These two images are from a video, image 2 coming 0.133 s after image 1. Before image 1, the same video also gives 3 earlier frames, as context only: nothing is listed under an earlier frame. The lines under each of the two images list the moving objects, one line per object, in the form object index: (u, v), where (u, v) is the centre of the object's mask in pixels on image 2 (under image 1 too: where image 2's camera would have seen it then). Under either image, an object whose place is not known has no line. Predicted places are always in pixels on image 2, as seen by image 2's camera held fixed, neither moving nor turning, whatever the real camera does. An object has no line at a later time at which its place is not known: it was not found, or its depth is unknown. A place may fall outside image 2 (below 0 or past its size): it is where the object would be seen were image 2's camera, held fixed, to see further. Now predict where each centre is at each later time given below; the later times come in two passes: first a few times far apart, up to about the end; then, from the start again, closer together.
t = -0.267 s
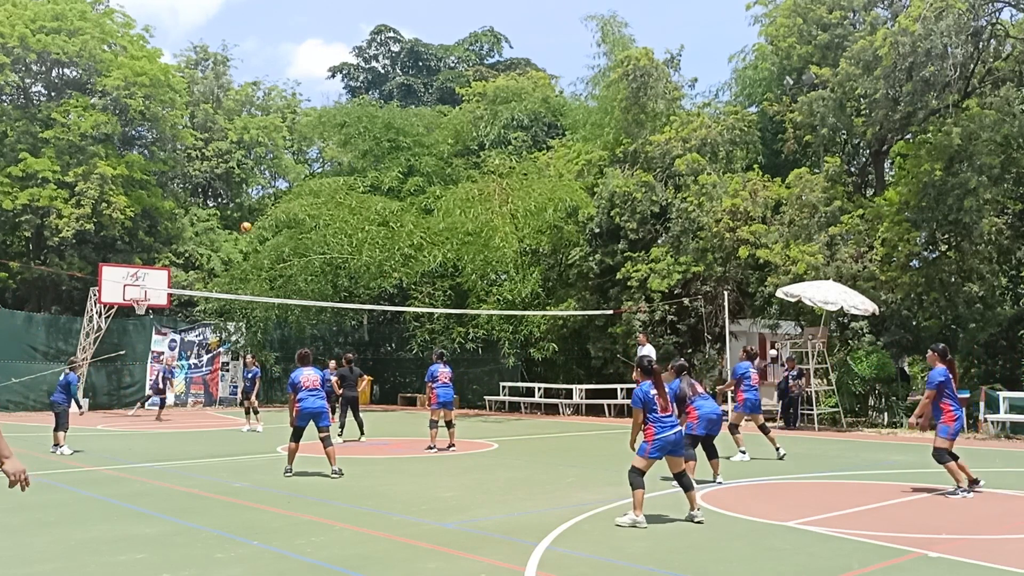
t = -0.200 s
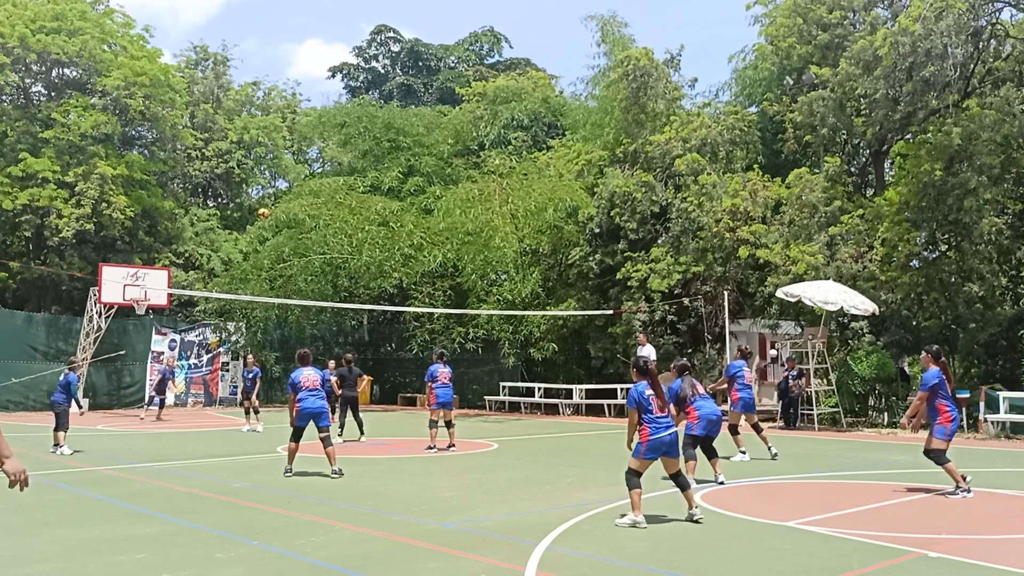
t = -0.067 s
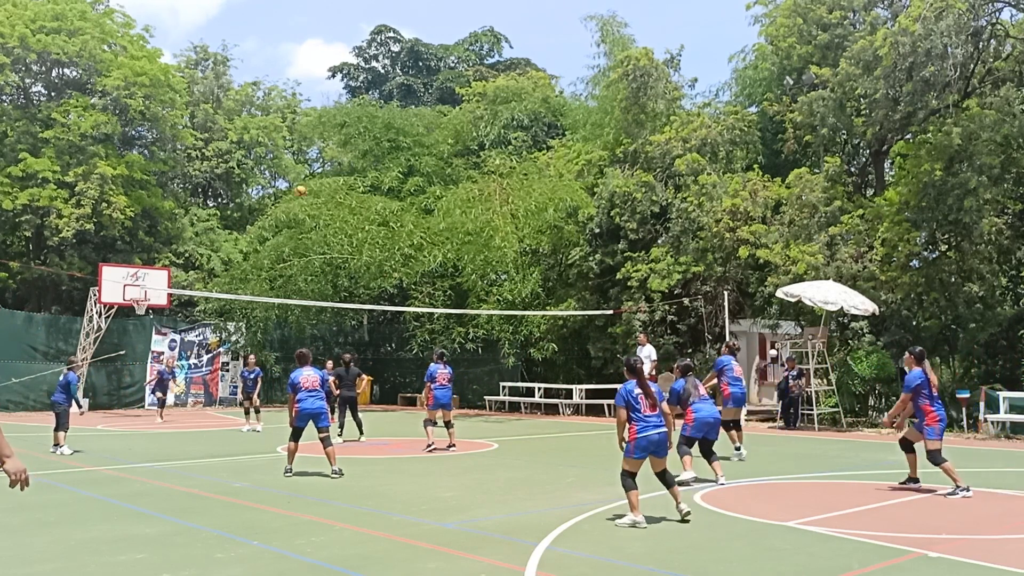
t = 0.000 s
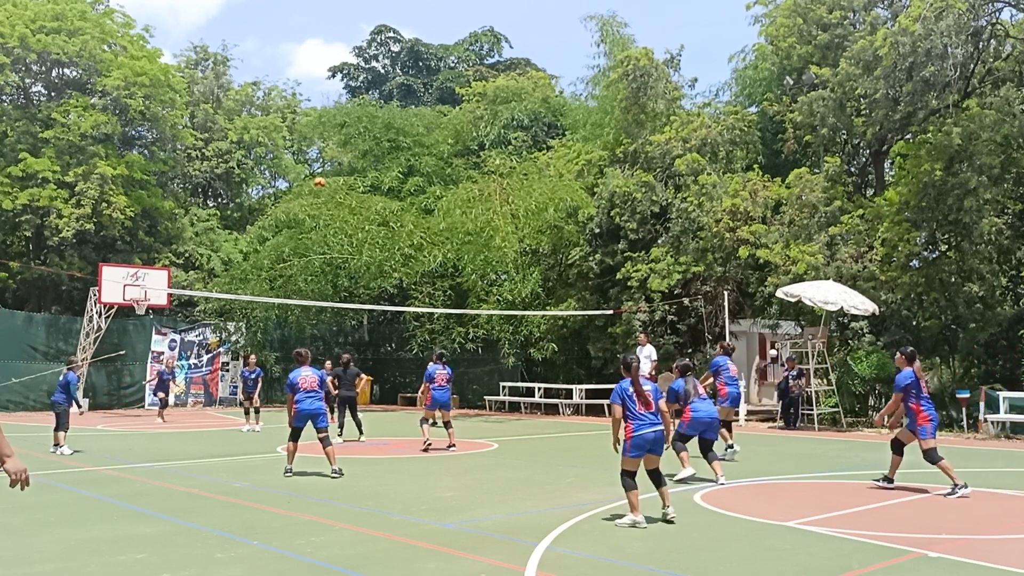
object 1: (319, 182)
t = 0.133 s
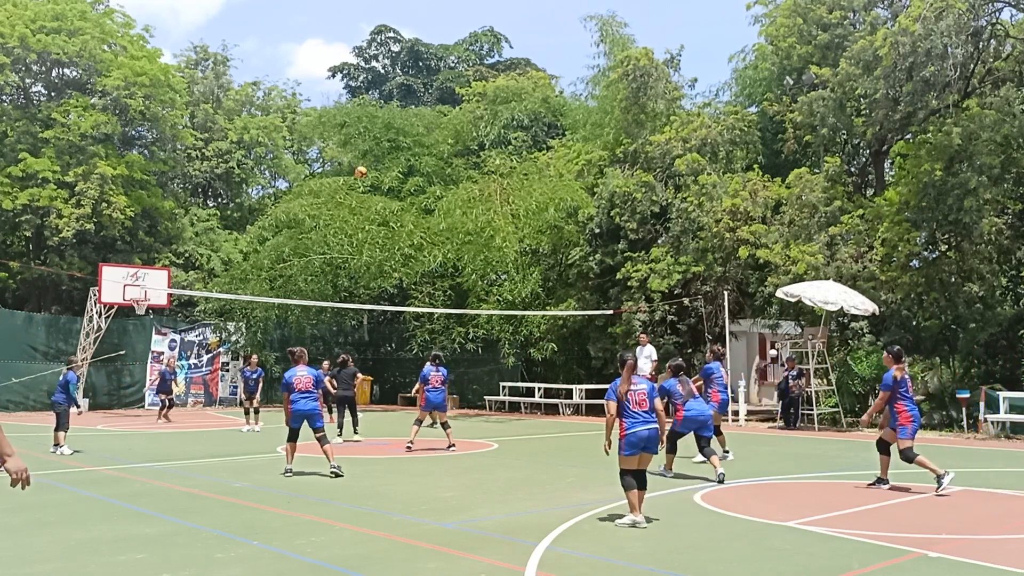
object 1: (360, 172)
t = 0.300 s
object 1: (418, 172)
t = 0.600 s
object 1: (536, 219)
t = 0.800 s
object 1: (631, 294)
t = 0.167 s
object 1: (372, 171)
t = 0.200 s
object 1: (383, 171)
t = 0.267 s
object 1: (406, 171)
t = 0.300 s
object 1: (418, 172)
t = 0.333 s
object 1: (429, 174)
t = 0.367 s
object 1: (442, 177)
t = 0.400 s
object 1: (454, 181)
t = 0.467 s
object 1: (480, 190)
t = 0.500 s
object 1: (493, 196)
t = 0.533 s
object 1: (507, 203)
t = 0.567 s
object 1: (521, 210)
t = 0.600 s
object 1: (536, 219)
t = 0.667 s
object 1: (566, 239)
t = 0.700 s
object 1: (581, 251)
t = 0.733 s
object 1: (597, 264)
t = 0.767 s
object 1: (614, 278)
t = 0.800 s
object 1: (631, 294)
